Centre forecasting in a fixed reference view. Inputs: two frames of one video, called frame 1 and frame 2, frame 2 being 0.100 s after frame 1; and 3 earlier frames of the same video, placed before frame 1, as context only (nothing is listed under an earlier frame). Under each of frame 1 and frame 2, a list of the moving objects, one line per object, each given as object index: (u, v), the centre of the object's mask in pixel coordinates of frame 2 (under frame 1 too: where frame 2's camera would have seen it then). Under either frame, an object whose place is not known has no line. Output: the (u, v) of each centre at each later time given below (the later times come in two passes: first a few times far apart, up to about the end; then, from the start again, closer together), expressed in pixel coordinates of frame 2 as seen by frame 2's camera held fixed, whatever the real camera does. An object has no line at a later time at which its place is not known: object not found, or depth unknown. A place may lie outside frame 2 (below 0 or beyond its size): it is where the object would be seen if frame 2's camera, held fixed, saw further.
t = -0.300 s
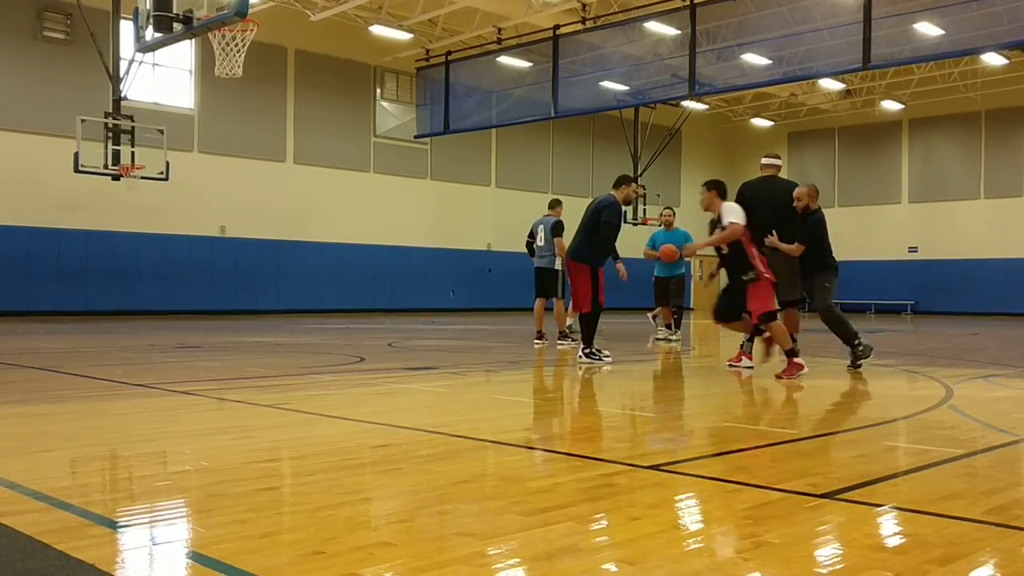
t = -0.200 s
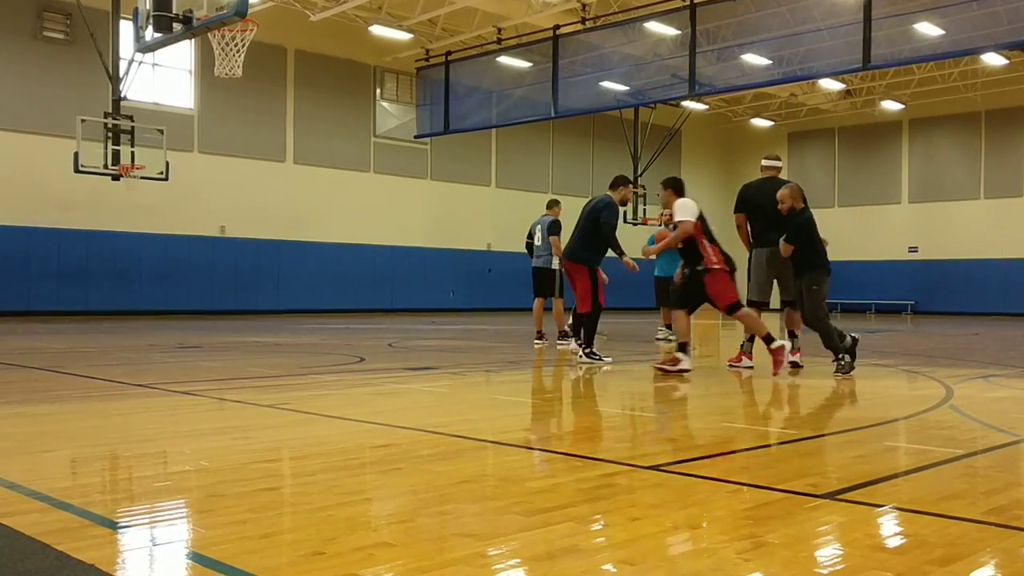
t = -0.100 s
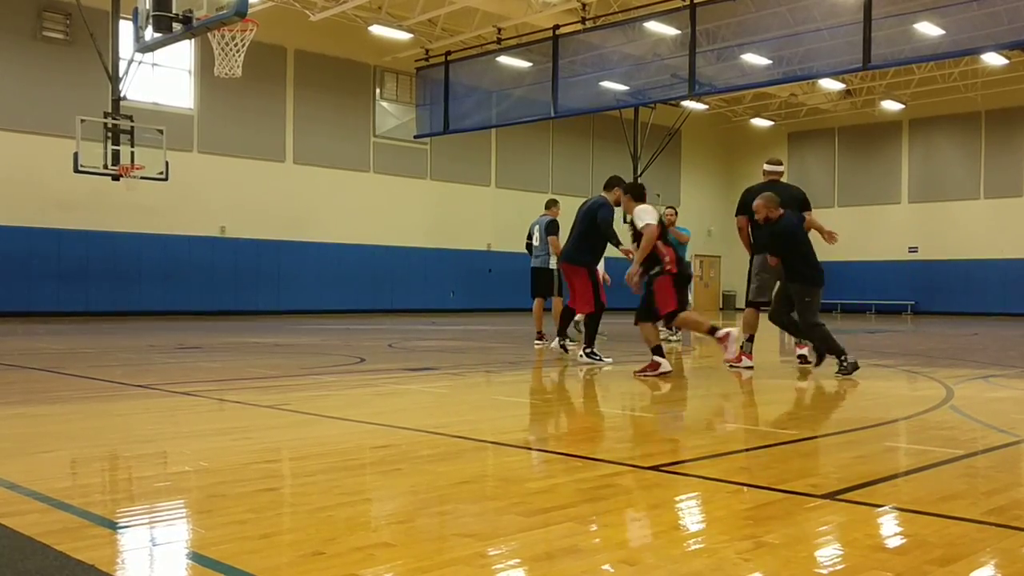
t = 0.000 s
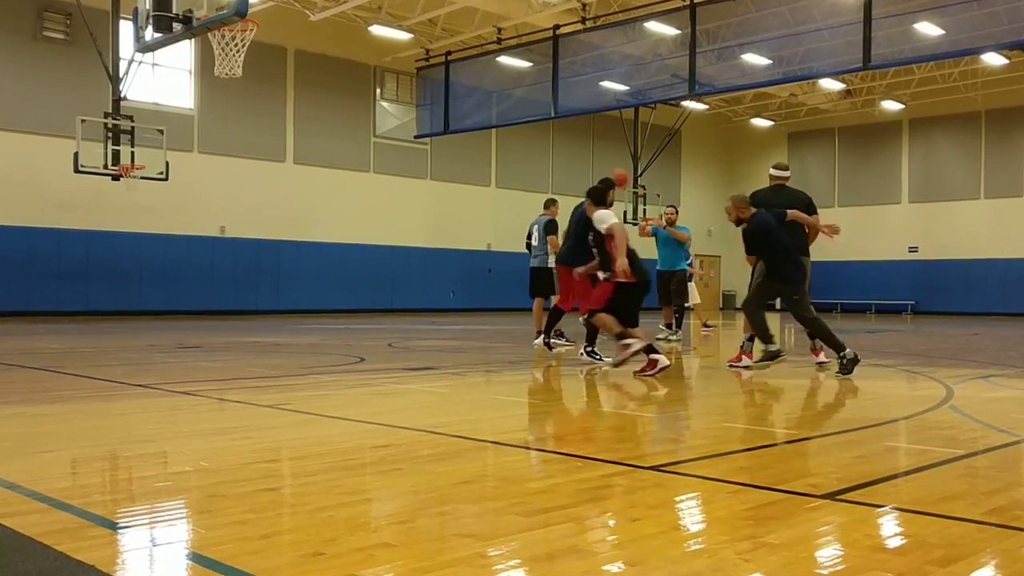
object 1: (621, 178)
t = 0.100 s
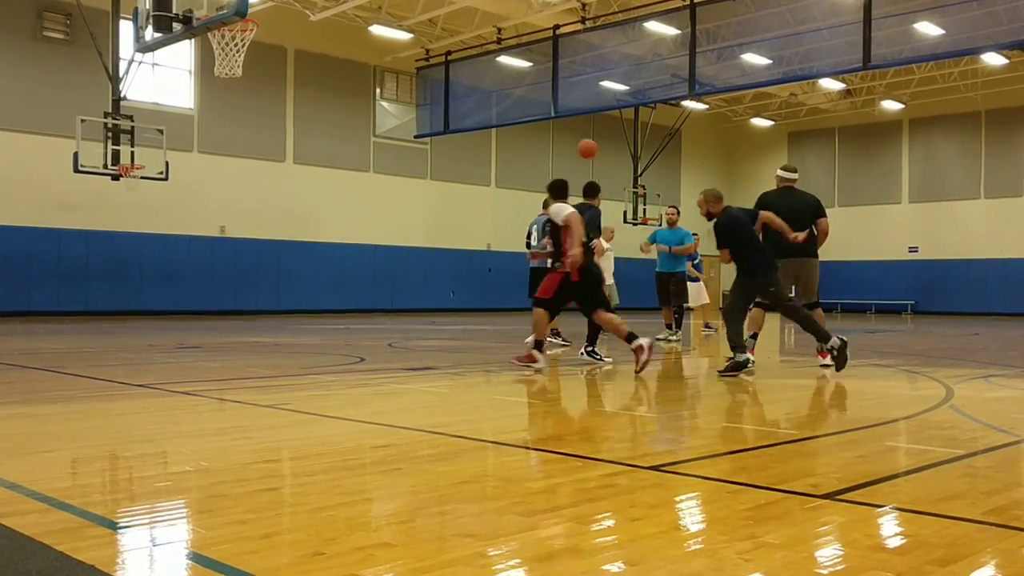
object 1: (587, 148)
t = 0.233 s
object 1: (541, 118)
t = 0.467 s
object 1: (447, 93)
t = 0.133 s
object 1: (576, 140)
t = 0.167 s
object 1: (564, 132)
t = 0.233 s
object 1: (541, 118)
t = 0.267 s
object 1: (528, 112)
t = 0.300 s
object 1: (515, 106)
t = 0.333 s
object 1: (502, 103)
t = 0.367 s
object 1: (489, 98)
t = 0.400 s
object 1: (476, 96)
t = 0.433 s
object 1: (461, 94)
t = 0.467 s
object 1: (447, 93)
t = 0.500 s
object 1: (432, 93)
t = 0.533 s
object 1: (418, 94)
